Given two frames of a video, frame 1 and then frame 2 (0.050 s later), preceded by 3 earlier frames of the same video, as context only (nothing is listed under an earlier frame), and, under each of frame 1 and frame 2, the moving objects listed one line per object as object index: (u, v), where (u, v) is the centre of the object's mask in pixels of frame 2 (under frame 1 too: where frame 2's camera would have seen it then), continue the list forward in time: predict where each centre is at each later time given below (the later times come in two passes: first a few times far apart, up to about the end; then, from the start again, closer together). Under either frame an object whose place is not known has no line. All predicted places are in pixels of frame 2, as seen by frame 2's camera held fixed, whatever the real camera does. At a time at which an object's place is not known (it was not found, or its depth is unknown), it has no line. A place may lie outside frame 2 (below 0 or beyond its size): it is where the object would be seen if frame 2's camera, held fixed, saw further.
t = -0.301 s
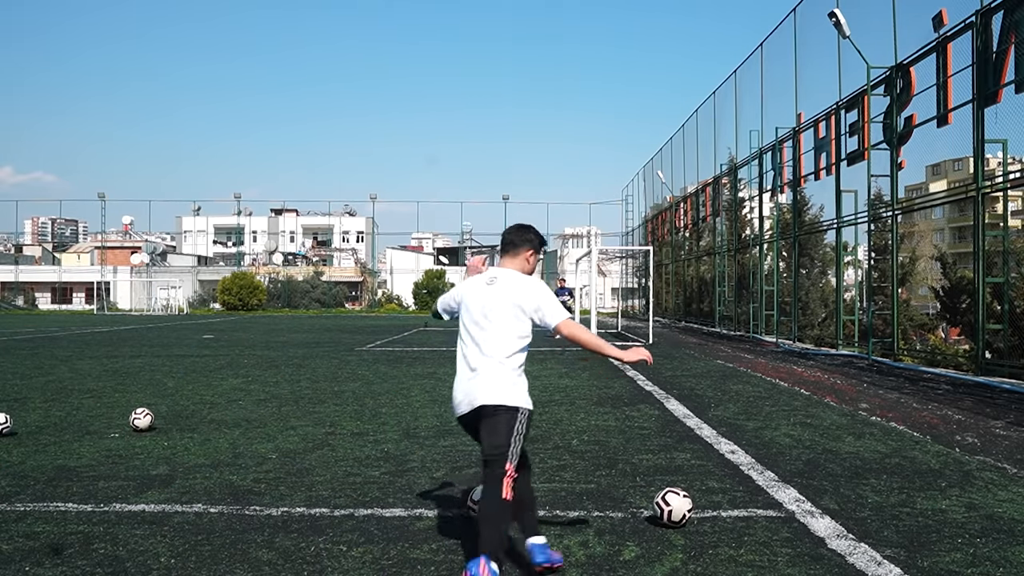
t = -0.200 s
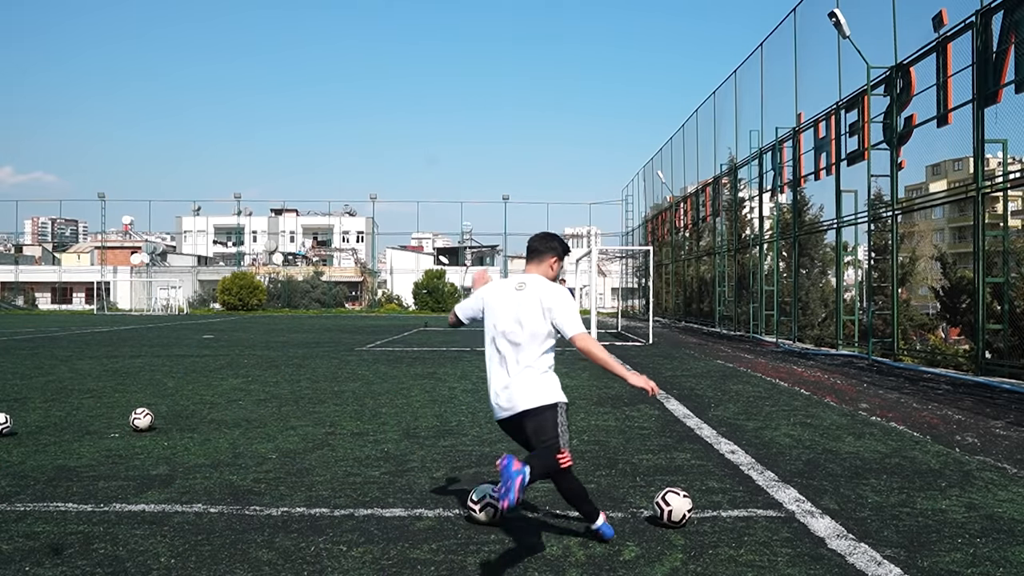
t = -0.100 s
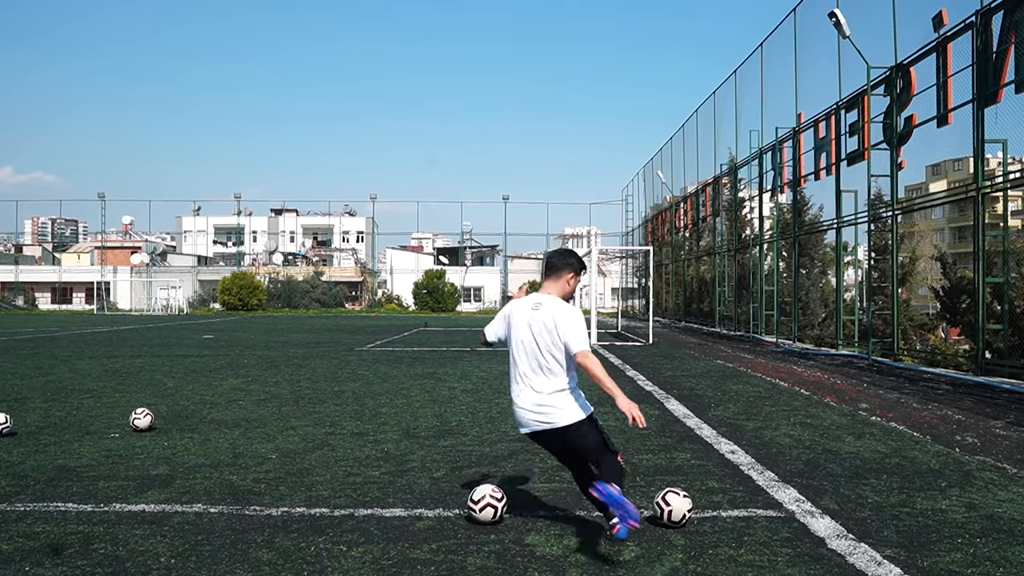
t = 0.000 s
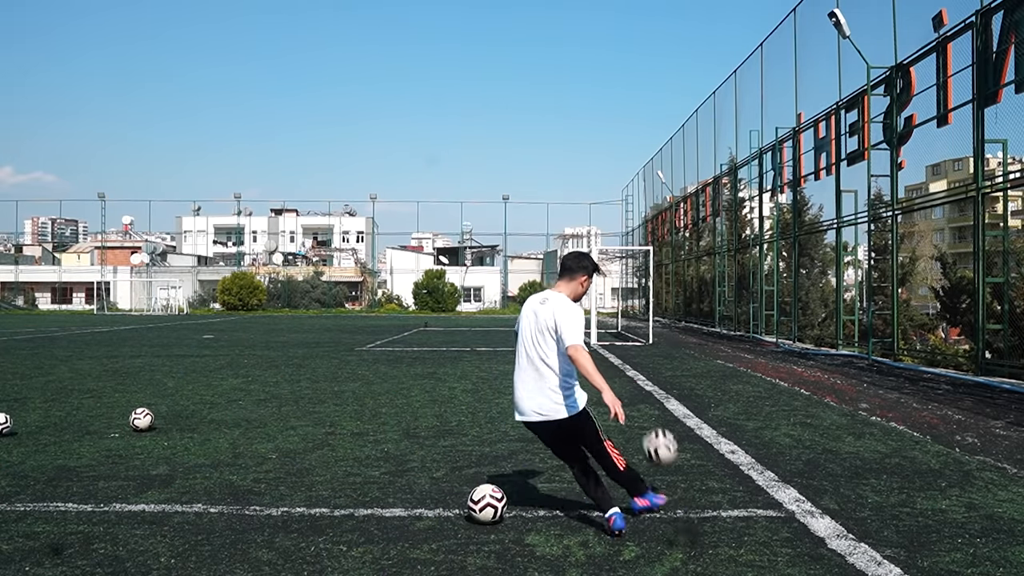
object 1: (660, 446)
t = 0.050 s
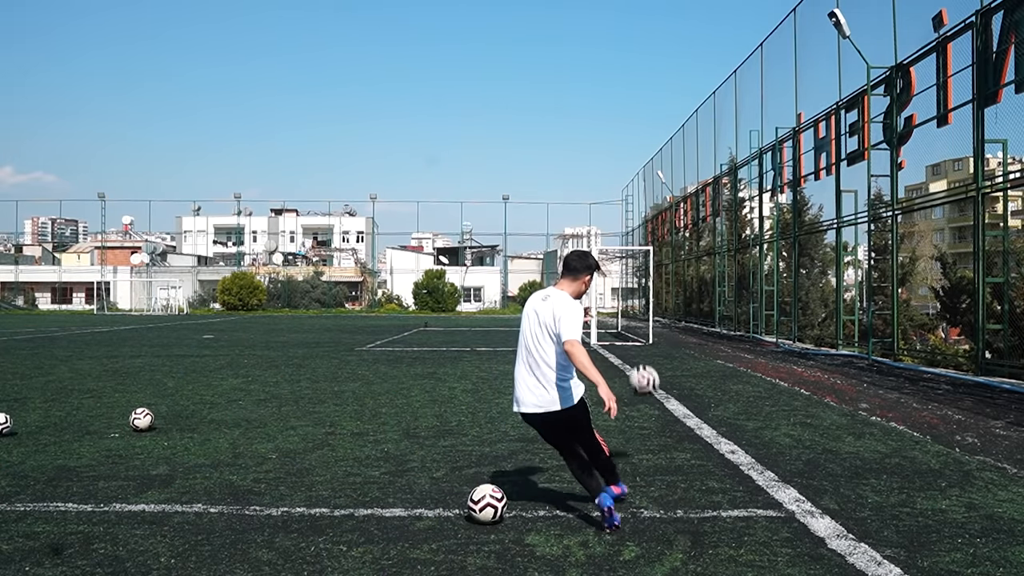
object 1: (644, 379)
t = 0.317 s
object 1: (603, 226)
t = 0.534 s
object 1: (590, 192)
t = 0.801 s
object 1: (582, 189)
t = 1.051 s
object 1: (579, 206)
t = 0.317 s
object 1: (603, 226)
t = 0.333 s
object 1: (601, 221)
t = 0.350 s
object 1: (600, 217)
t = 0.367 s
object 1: (598, 214)
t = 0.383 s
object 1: (597, 211)
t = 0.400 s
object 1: (597, 207)
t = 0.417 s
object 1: (596, 205)
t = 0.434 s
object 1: (595, 202)
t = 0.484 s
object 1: (592, 196)
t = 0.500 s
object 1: (592, 194)
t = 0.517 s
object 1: (591, 193)
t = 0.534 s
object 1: (590, 192)
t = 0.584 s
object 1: (589, 189)
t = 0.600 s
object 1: (588, 189)
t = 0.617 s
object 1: (587, 188)
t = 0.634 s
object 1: (586, 187)
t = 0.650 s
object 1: (586, 187)
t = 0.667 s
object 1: (585, 187)
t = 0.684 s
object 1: (585, 187)
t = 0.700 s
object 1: (584, 186)
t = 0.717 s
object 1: (584, 187)
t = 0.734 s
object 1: (584, 187)
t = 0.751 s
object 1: (583, 188)
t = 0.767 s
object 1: (583, 188)
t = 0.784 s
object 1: (583, 188)
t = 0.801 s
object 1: (582, 189)
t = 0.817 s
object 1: (582, 189)
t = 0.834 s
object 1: (582, 190)
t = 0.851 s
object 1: (581, 192)
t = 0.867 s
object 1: (581, 193)
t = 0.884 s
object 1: (581, 194)
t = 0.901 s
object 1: (581, 195)
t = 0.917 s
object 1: (581, 195)
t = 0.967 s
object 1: (579, 199)
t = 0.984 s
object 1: (579, 200)
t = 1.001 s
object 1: (579, 201)
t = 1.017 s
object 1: (579, 203)
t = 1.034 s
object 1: (579, 205)
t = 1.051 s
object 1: (579, 206)
